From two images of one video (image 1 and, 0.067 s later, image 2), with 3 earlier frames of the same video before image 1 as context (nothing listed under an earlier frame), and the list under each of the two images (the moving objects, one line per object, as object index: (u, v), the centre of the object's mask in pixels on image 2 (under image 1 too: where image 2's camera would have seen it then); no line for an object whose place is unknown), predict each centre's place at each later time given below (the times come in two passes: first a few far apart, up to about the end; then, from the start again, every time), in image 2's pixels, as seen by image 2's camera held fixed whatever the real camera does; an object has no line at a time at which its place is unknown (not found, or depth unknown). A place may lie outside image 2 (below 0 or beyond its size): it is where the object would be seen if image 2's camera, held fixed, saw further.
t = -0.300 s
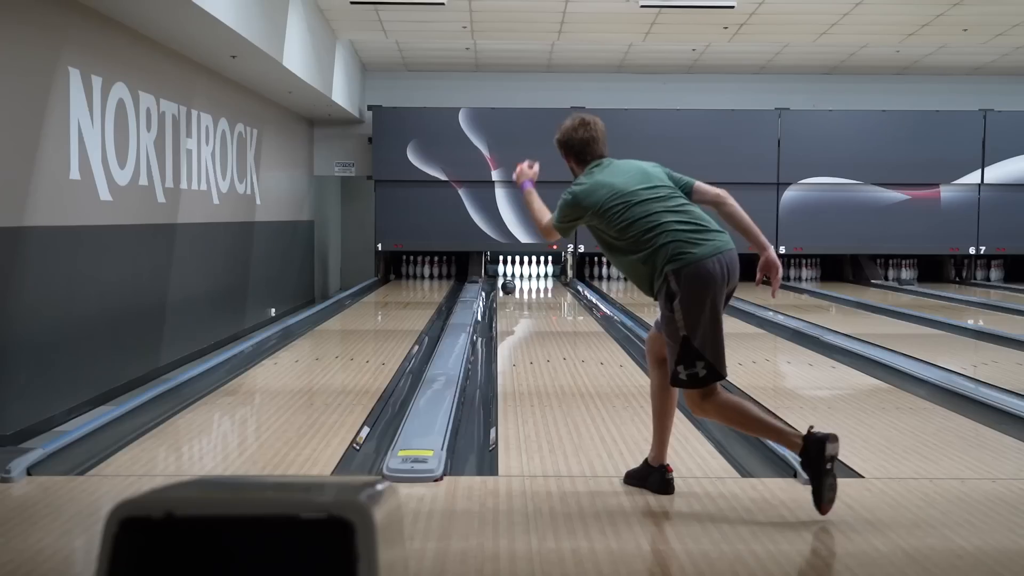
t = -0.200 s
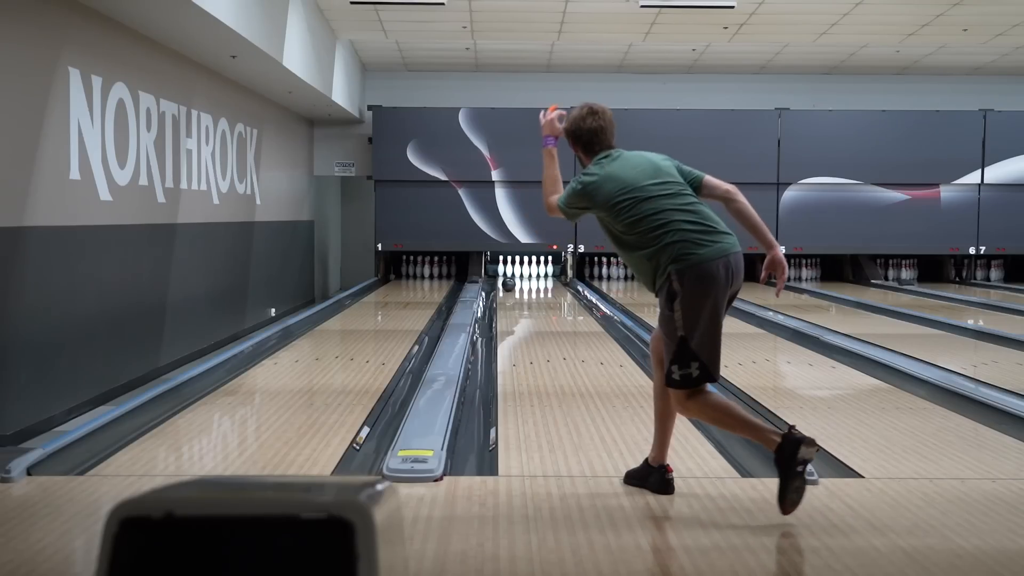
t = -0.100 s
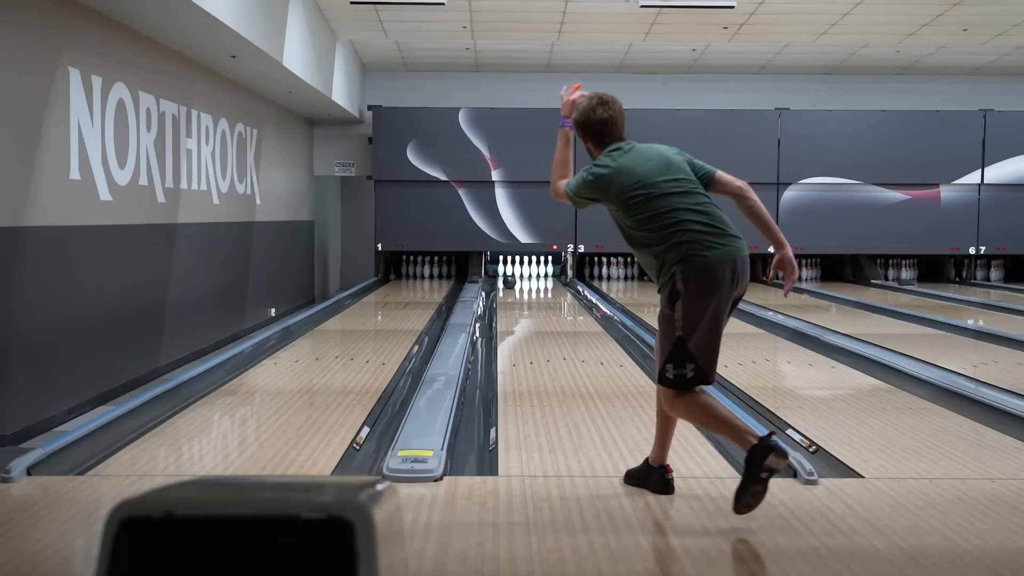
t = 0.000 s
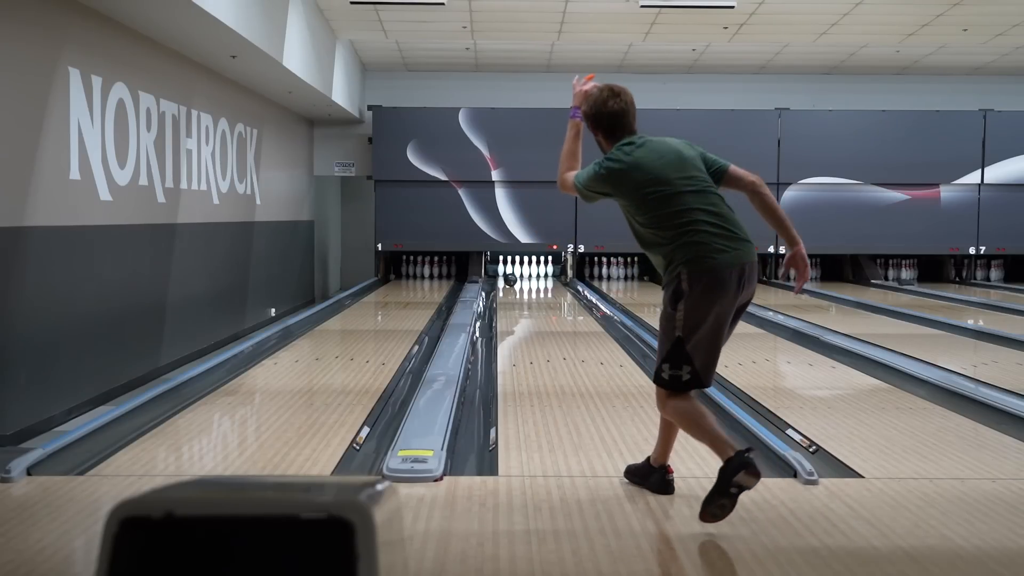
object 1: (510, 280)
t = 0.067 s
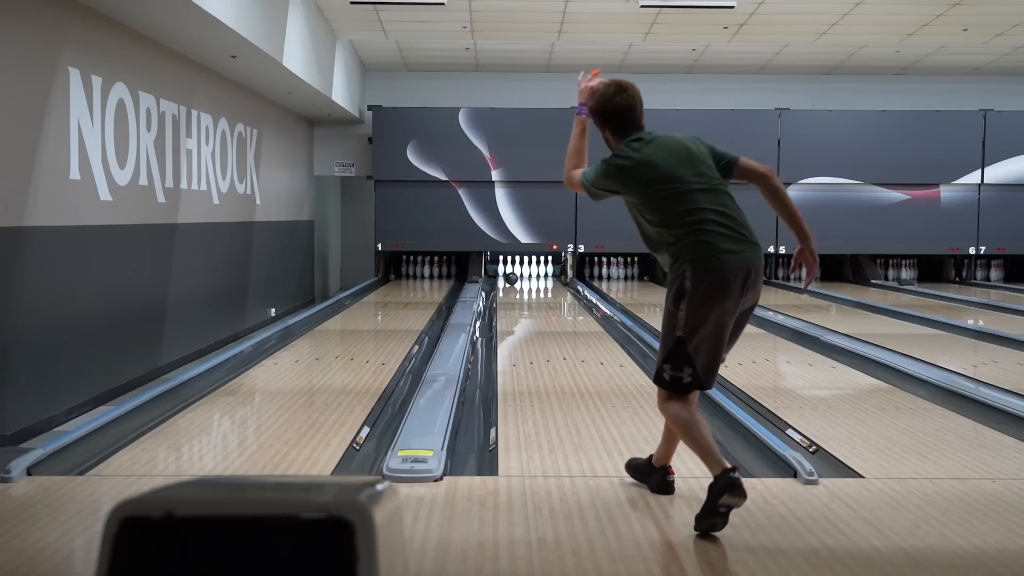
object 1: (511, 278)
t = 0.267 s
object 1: (516, 275)
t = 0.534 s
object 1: (515, 272)
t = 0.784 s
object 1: (515, 270)
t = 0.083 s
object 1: (512, 278)
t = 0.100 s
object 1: (512, 278)
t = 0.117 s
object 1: (512, 278)
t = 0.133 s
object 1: (513, 277)
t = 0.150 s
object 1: (513, 277)
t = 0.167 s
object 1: (514, 277)
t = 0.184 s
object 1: (514, 276)
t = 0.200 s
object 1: (515, 276)
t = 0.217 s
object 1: (515, 276)
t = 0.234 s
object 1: (516, 276)
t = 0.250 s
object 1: (515, 276)
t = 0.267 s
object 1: (516, 275)
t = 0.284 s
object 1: (516, 275)
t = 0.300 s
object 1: (517, 275)
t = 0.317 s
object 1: (517, 274)
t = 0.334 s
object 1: (517, 274)
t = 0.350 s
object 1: (518, 274)
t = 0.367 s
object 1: (517, 274)
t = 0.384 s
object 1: (518, 273)
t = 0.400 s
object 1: (518, 273)
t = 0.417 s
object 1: (518, 274)
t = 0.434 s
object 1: (518, 274)
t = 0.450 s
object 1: (518, 273)
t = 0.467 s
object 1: (518, 272)
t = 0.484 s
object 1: (518, 272)
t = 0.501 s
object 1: (517, 272)
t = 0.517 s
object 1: (516, 272)
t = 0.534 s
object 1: (515, 272)
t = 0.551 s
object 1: (515, 272)
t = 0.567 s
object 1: (517, 272)
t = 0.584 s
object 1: (517, 271)
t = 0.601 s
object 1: (518, 271)
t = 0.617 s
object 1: (517, 271)
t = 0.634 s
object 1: (518, 271)
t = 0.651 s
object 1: (517, 271)
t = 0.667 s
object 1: (517, 271)
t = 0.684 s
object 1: (517, 270)
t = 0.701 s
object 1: (516, 270)
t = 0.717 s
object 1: (516, 270)
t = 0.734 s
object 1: (516, 270)
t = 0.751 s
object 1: (516, 271)
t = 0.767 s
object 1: (517, 270)
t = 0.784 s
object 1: (515, 270)
